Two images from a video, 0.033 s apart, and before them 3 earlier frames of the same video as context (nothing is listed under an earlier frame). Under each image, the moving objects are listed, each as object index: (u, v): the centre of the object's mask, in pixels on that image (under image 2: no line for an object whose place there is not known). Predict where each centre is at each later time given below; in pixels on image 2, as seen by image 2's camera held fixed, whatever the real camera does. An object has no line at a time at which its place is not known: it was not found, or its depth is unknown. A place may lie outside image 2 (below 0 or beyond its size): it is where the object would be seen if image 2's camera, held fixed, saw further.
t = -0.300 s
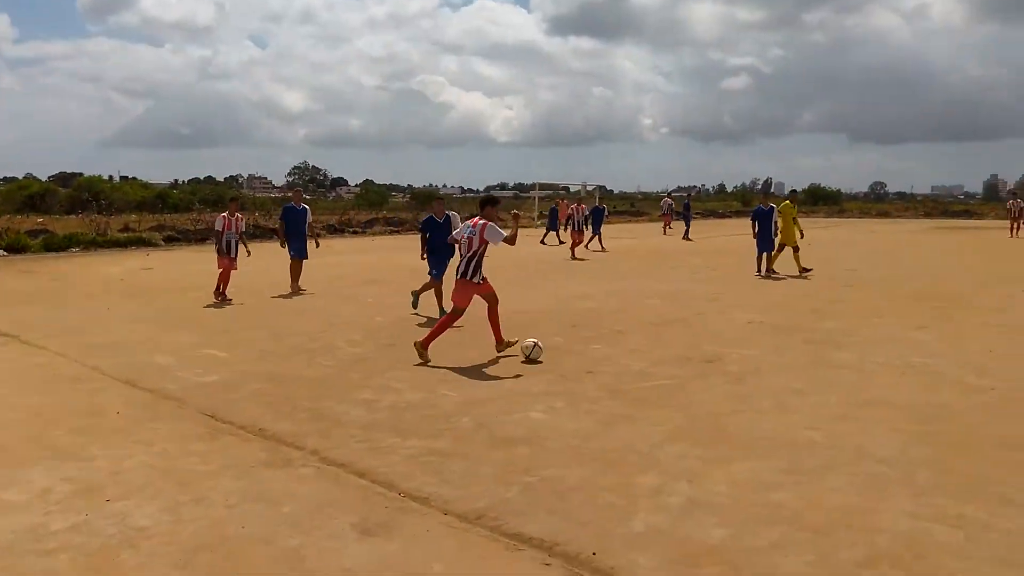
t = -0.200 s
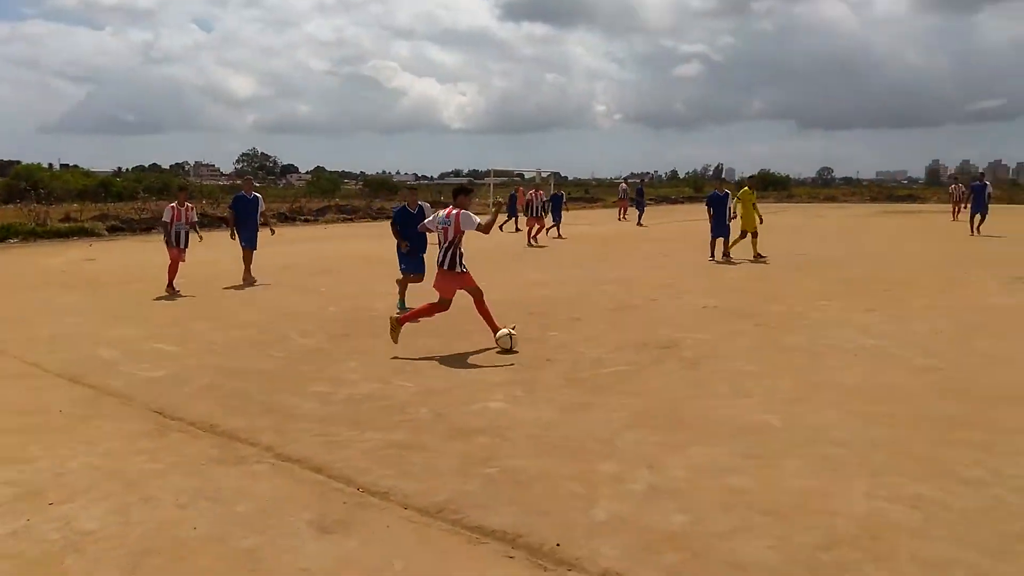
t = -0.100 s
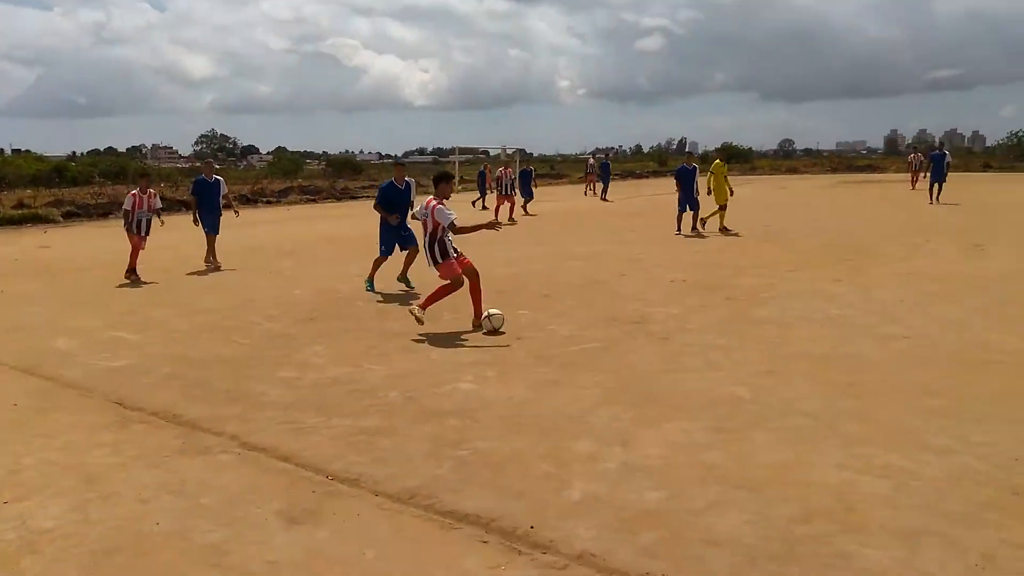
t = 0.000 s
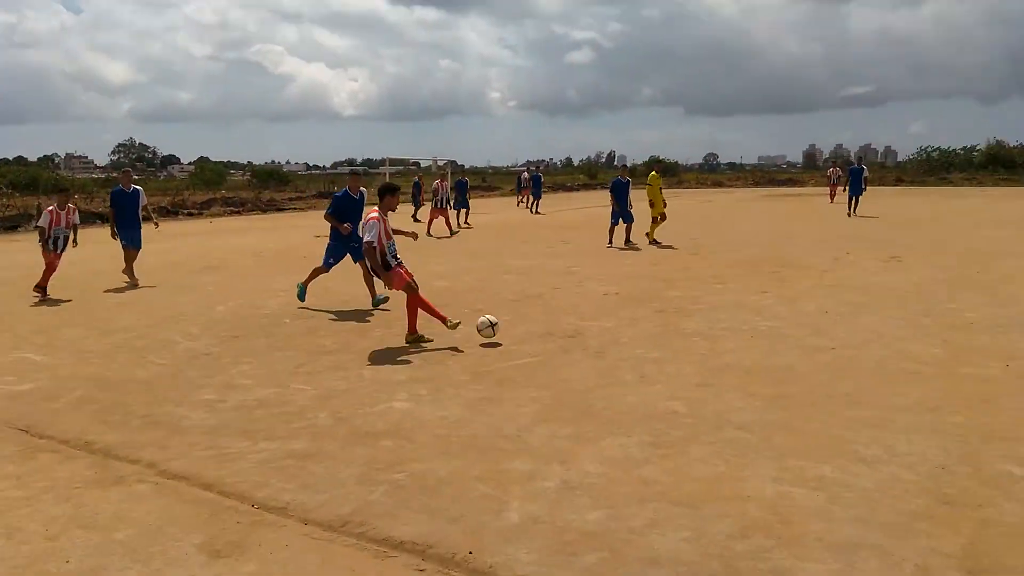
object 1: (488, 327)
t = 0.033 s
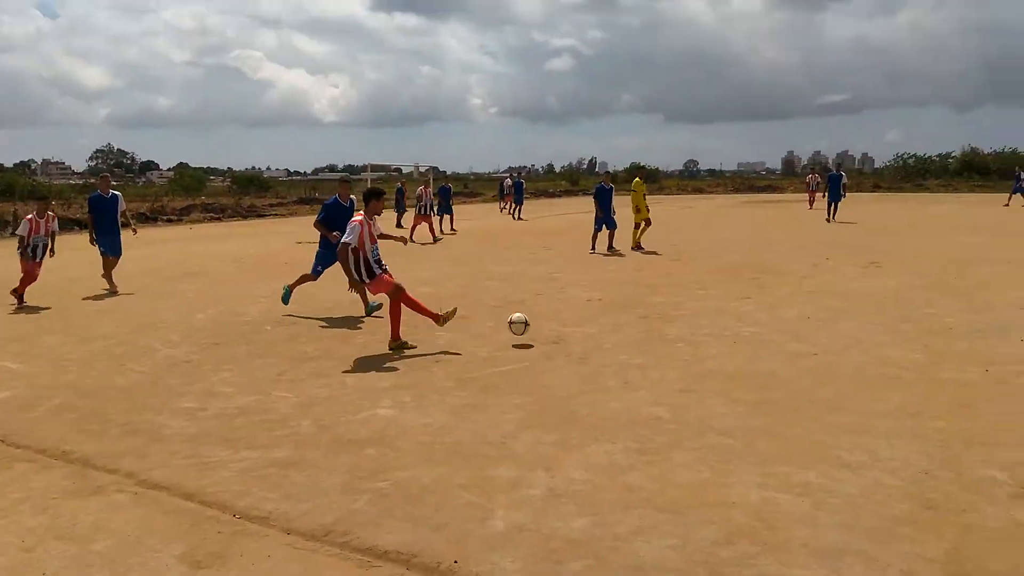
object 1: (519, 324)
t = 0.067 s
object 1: (564, 317)
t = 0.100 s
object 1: (606, 311)
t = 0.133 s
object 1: (645, 306)
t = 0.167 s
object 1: (684, 303)
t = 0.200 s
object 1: (719, 300)
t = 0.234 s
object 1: (753, 299)
